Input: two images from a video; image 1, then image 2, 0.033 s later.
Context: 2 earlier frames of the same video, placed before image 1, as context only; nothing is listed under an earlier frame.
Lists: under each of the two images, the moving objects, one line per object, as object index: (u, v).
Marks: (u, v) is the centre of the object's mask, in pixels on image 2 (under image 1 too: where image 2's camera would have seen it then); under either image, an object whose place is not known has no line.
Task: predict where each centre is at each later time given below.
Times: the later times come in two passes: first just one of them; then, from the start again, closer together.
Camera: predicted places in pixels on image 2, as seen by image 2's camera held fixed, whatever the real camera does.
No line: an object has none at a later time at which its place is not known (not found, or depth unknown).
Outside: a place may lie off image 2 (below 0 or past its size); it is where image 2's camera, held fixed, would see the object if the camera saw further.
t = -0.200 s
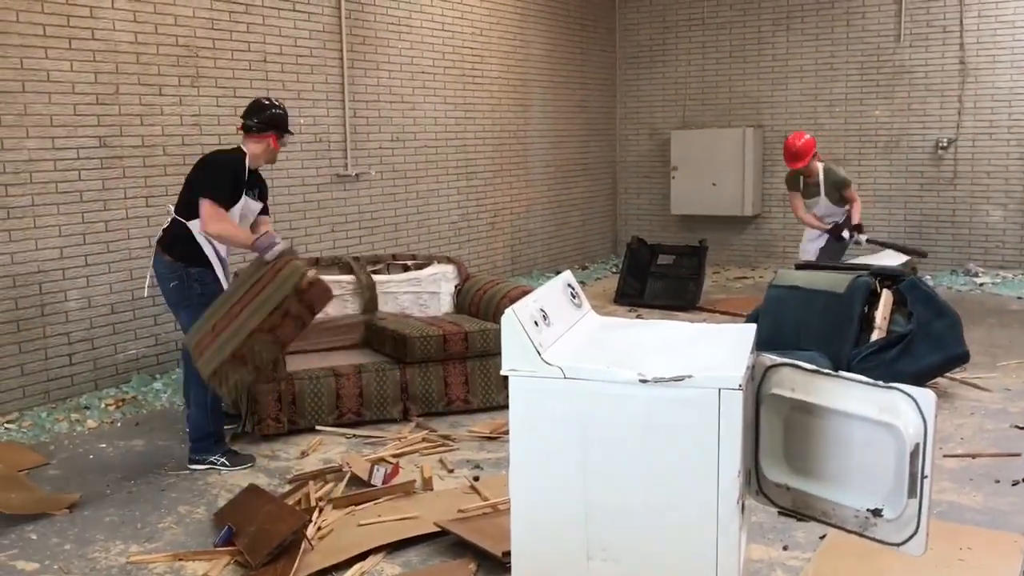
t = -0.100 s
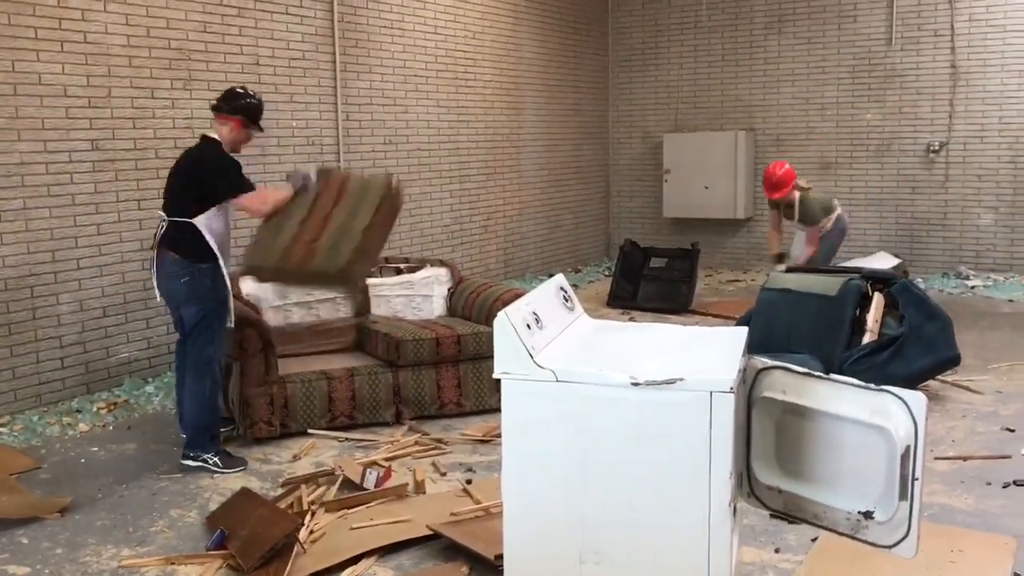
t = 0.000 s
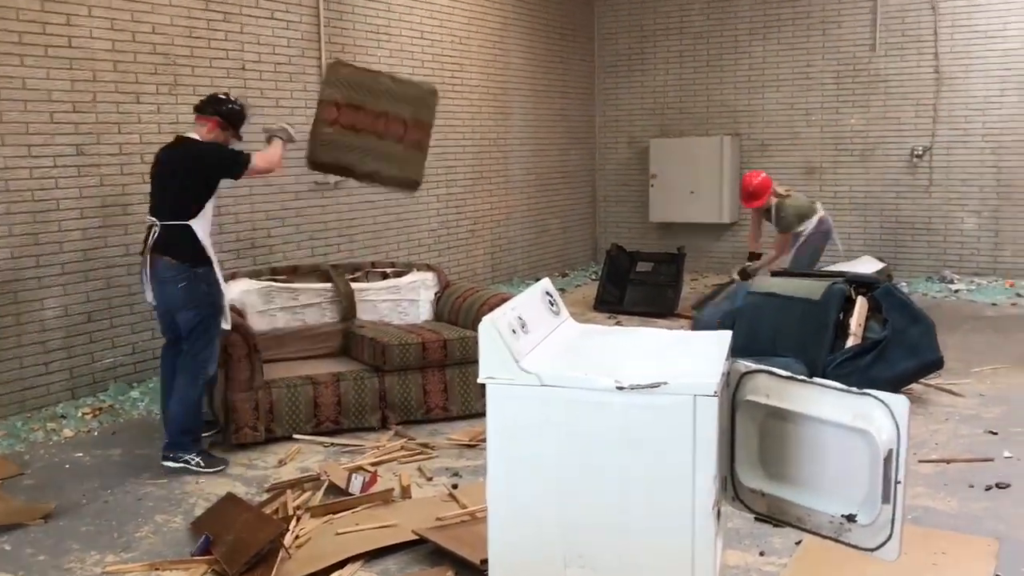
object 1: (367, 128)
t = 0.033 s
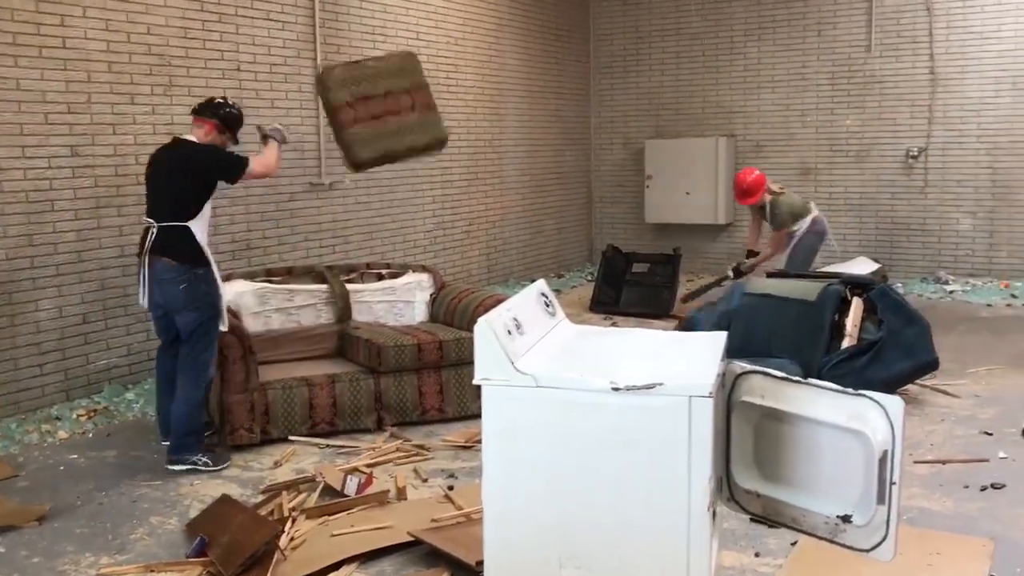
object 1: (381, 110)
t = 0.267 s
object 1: (460, 155)
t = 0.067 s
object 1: (394, 100)
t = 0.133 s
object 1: (419, 98)
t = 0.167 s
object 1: (430, 105)
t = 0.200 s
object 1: (440, 117)
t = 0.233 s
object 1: (450, 134)
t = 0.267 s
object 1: (460, 155)
